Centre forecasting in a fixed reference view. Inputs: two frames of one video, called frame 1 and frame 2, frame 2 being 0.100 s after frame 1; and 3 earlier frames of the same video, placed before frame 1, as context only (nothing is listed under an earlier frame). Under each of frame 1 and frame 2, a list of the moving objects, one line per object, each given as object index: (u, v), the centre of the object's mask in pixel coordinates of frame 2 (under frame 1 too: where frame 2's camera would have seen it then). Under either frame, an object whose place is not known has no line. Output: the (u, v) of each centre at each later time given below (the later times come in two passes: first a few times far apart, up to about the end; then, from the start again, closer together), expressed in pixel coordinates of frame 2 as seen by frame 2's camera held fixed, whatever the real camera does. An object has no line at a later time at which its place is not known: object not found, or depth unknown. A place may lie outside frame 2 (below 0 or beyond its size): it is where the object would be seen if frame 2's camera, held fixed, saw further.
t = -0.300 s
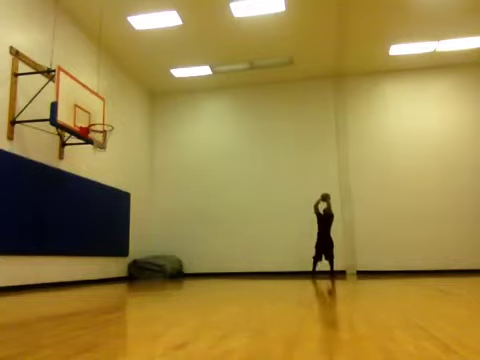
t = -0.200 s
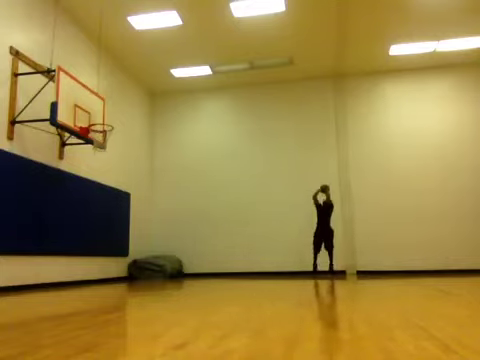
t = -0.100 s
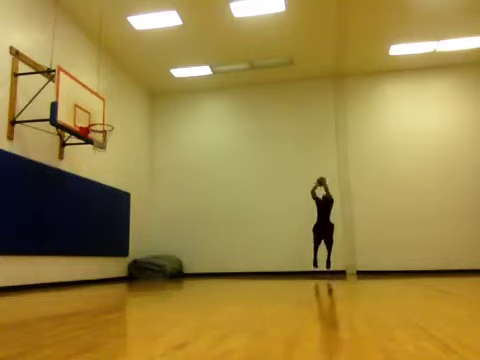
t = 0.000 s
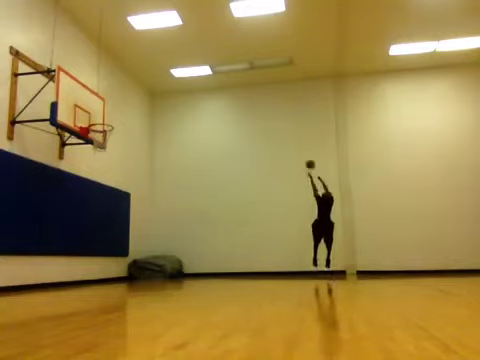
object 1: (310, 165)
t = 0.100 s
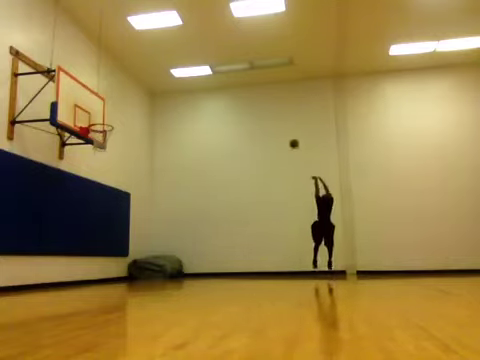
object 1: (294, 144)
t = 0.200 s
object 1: (278, 126)
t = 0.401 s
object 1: (244, 100)
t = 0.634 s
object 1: (202, 87)
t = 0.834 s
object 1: (162, 92)
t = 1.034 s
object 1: (115, 117)
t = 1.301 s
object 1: (91, 134)
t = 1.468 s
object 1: (101, 151)
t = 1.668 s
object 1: (114, 182)
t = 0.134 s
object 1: (288, 137)
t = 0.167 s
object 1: (283, 132)
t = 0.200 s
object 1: (278, 126)
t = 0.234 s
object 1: (272, 121)
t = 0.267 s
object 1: (266, 116)
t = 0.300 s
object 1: (261, 111)
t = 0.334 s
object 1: (255, 107)
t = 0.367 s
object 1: (250, 104)
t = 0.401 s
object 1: (244, 100)
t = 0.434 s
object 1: (238, 97)
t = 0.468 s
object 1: (232, 94)
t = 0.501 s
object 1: (226, 92)
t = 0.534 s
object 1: (220, 90)
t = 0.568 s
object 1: (214, 89)
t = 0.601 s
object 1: (208, 88)
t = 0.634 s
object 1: (202, 87)
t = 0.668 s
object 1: (196, 87)
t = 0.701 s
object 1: (189, 87)
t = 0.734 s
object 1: (182, 88)
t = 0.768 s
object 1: (175, 89)
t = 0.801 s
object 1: (168, 90)
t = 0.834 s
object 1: (162, 92)
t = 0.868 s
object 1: (154, 95)
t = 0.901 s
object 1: (147, 98)
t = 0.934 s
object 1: (139, 102)
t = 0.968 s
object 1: (131, 106)
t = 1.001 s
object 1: (124, 111)
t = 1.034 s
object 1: (115, 117)
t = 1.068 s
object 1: (108, 123)
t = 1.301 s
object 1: (91, 134)
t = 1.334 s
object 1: (93, 141)
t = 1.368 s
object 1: (95, 143)
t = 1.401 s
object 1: (96, 146)
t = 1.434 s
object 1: (99, 149)
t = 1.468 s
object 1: (101, 151)
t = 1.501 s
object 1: (104, 155)
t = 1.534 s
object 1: (106, 159)
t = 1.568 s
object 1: (108, 164)
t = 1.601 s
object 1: (110, 169)
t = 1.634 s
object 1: (112, 175)
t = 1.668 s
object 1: (114, 182)
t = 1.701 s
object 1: (117, 187)
